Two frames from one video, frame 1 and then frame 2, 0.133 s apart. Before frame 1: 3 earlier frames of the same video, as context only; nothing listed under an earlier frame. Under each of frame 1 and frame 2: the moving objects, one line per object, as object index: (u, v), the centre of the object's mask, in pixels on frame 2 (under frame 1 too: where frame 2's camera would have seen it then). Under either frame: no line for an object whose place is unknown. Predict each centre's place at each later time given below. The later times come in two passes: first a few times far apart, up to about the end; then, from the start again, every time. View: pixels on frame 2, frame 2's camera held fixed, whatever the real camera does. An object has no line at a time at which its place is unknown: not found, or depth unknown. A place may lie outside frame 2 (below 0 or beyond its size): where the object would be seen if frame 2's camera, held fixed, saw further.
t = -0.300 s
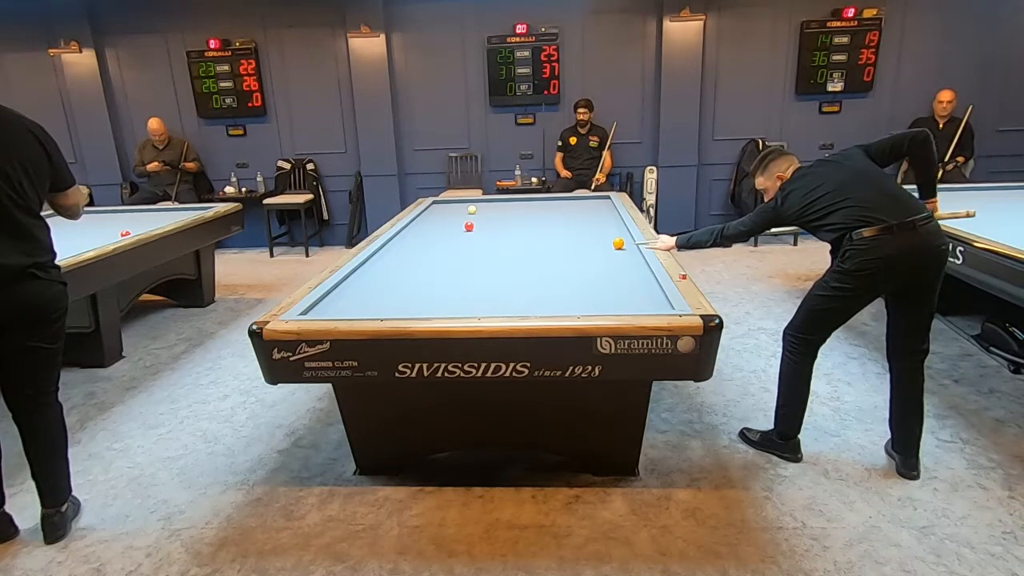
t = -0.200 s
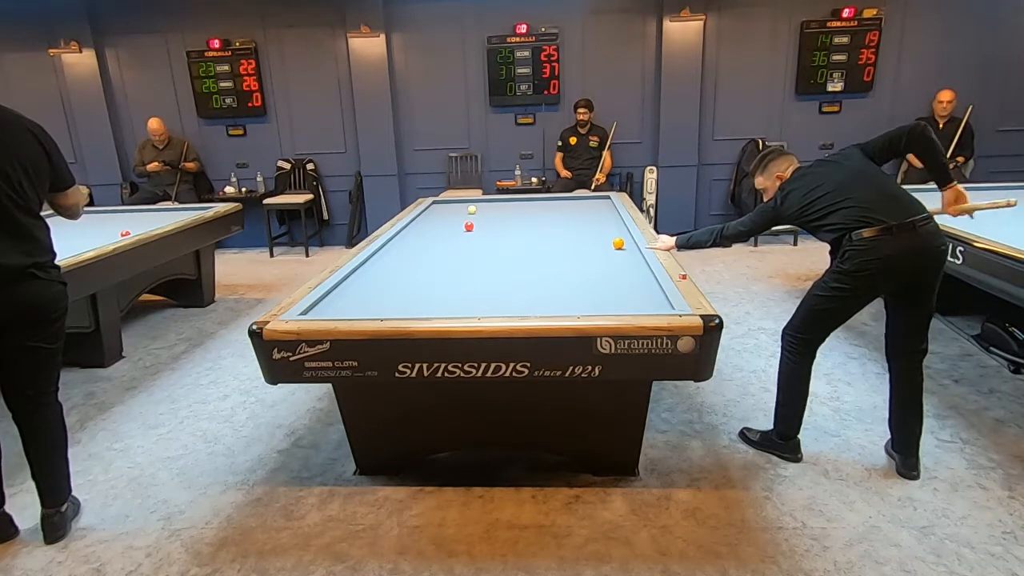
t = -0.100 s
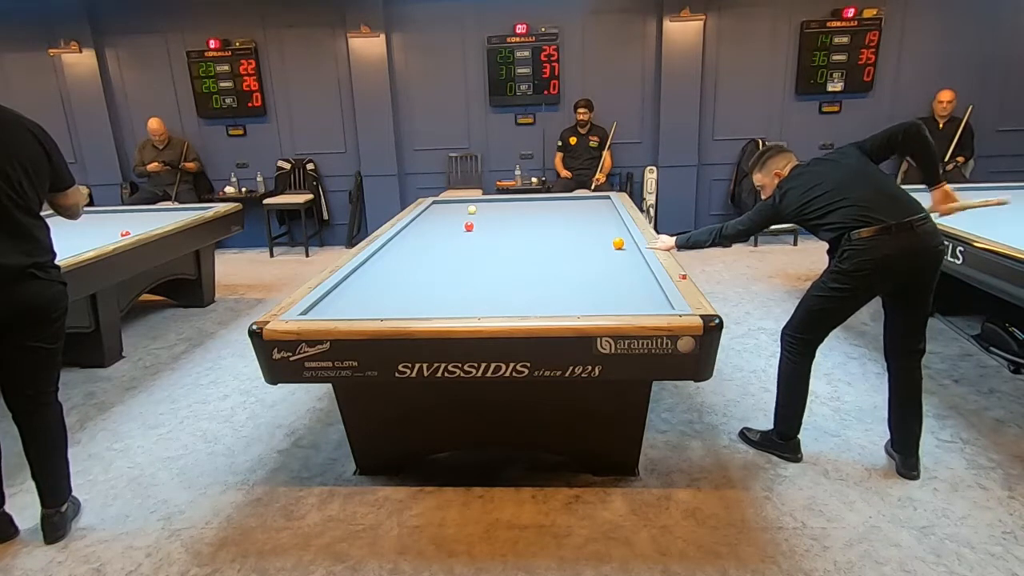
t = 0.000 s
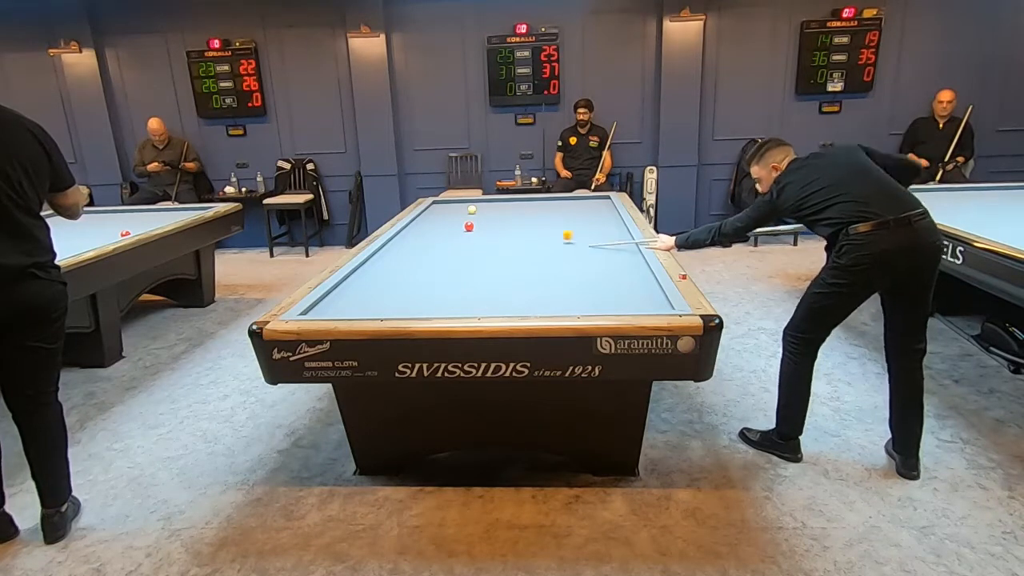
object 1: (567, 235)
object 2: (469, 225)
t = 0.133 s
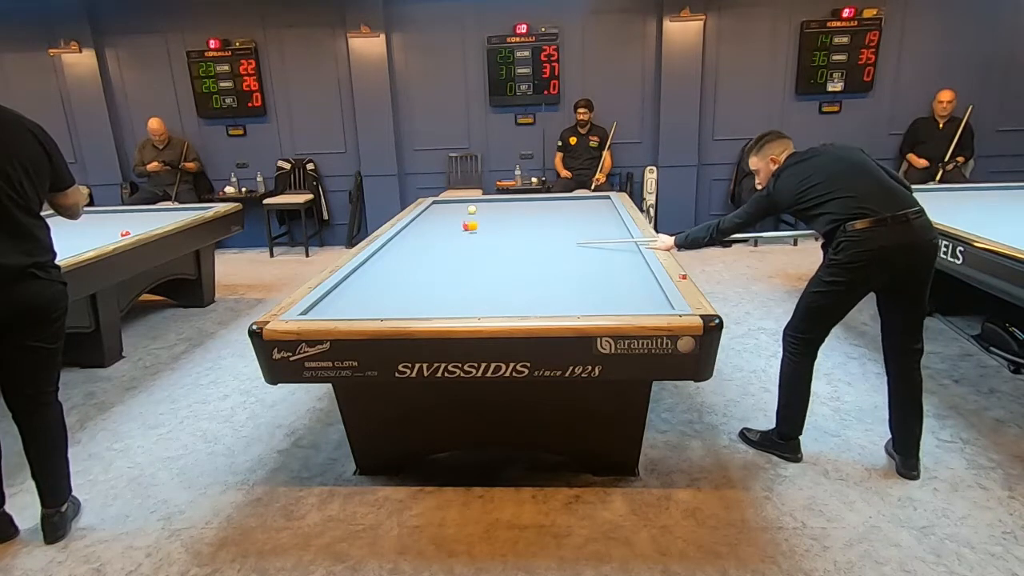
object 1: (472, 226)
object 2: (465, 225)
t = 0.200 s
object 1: (456, 227)
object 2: (442, 219)
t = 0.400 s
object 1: (408, 237)
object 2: (467, 204)
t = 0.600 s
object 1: (401, 245)
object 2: (523, 201)
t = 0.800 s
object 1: (412, 254)
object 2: (574, 207)
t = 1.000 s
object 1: (423, 265)
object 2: (608, 213)
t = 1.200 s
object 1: (436, 277)
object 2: (574, 223)
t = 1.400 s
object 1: (450, 290)
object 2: (543, 233)
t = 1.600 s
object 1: (468, 305)
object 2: (510, 245)
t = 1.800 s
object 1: (504, 304)
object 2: (471, 258)
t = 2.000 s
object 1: (544, 295)
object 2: (424, 275)
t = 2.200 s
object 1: (581, 287)
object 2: (370, 293)
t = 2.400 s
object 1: (614, 279)
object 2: (306, 311)
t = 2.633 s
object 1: (643, 271)
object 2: (368, 296)
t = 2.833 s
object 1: (619, 264)
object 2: (404, 285)
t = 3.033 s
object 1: (601, 257)
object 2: (437, 275)
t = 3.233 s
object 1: (584, 252)
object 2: (466, 266)
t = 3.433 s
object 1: (568, 247)
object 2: (493, 258)
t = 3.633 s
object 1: (553, 242)
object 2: (517, 251)
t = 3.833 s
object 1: (541, 237)
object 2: (539, 245)
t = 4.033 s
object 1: (528, 235)
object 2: (559, 239)
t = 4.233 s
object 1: (518, 231)
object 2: (578, 233)
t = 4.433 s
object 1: (507, 228)
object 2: (594, 228)
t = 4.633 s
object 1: (498, 224)
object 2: (610, 223)
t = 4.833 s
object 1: (489, 221)
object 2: (614, 220)
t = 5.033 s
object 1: (481, 219)
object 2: (605, 217)
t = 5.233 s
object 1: (472, 216)
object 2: (597, 215)
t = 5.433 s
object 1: (465, 214)
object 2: (589, 213)
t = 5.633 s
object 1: (458, 212)
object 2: (581, 211)
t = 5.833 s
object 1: (452, 210)
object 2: (574, 209)
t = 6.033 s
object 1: (446, 208)
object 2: (568, 207)
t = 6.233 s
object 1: (440, 206)
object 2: (562, 205)
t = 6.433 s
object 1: (435, 204)
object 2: (556, 204)
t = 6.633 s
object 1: (437, 203)
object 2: (550, 202)
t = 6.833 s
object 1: (442, 201)
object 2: (545, 201)
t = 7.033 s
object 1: (444, 201)
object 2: (540, 200)
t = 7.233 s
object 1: (445, 202)
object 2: (536, 198)
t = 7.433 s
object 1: (447, 202)
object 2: (533, 198)
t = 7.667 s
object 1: (449, 203)
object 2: (530, 199)
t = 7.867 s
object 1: (450, 203)
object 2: (528, 200)
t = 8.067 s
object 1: (451, 203)
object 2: (525, 200)
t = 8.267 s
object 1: (451, 204)
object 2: (523, 201)
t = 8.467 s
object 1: (452, 205)
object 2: (520, 202)
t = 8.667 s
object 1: (453, 205)
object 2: (518, 202)
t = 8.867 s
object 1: (454, 206)
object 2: (516, 203)
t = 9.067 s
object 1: (455, 206)
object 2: (514, 203)
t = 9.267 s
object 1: (455, 206)
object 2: (513, 204)
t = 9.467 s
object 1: (456, 206)
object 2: (511, 205)
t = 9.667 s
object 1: (457, 207)
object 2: (509, 205)
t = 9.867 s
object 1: (457, 207)
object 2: (507, 206)
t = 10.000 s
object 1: (458, 207)
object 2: (506, 206)
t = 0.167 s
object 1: (465, 226)
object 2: (454, 222)
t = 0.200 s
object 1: (456, 227)
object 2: (442, 219)
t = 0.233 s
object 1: (448, 231)
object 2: (431, 216)
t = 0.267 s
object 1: (440, 231)
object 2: (421, 214)
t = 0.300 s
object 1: (432, 233)
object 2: (432, 212)
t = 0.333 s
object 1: (424, 235)
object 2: (444, 209)
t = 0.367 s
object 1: (416, 236)
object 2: (457, 207)
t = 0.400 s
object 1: (408, 237)
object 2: (467, 204)
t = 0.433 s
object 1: (401, 239)
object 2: (478, 202)
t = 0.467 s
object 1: (394, 240)
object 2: (489, 201)
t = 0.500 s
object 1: (392, 241)
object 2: (497, 199)
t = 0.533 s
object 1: (395, 242)
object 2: (507, 200)
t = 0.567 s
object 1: (398, 244)
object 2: (515, 200)
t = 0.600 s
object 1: (401, 245)
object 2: (523, 201)
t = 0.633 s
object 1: (403, 247)
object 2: (532, 202)
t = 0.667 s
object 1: (405, 249)
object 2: (540, 202)
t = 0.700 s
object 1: (407, 250)
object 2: (548, 203)
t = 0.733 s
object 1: (408, 251)
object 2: (557, 205)
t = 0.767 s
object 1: (410, 253)
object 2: (565, 206)
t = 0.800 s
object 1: (412, 254)
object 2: (574, 207)
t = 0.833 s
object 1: (413, 256)
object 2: (582, 208)
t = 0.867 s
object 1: (415, 258)
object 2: (591, 209)
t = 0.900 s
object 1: (417, 259)
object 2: (599, 210)
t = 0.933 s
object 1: (419, 261)
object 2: (608, 211)
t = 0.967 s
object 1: (421, 263)
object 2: (614, 212)
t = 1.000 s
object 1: (423, 265)
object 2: (608, 213)
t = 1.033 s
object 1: (425, 267)
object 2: (601, 215)
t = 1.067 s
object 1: (427, 269)
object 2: (596, 216)
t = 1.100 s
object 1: (429, 271)
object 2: (590, 218)
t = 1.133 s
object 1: (431, 273)
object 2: (585, 219)
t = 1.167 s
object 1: (433, 275)
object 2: (579, 221)
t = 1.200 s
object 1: (436, 277)
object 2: (574, 223)
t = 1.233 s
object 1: (438, 279)
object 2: (569, 224)
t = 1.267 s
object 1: (440, 281)
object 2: (564, 226)
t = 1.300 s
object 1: (443, 283)
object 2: (559, 227)
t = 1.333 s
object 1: (445, 286)
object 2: (554, 229)
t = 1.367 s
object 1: (448, 288)
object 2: (549, 231)
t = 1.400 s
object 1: (450, 290)
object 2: (543, 233)
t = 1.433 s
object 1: (453, 293)
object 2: (538, 235)
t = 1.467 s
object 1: (456, 295)
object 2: (533, 237)
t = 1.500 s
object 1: (459, 298)
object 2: (527, 239)
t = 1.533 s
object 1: (462, 301)
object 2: (522, 241)
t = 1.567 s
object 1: (465, 303)
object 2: (516, 243)
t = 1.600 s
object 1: (468, 305)
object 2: (510, 245)
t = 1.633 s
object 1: (472, 307)
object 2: (504, 247)
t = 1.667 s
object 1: (474, 308)
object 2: (498, 249)
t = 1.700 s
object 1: (480, 308)
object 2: (491, 251)
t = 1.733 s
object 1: (489, 307)
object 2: (485, 254)
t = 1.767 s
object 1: (497, 306)
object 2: (478, 256)
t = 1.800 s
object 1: (504, 304)
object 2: (471, 258)
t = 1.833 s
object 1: (511, 303)
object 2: (463, 261)
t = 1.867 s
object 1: (518, 301)
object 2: (456, 264)
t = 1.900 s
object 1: (525, 300)
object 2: (448, 266)
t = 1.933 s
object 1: (531, 298)
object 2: (441, 269)
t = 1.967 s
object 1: (538, 297)
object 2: (433, 271)
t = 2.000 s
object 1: (544, 295)
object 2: (424, 275)
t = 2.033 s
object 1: (550, 294)
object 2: (416, 277)
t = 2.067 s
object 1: (557, 292)
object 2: (407, 281)
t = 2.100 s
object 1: (563, 291)
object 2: (398, 284)
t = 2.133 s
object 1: (569, 290)
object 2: (389, 287)
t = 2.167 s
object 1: (575, 288)
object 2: (380, 290)
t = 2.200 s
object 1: (581, 287)
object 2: (370, 293)
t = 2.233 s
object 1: (587, 286)
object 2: (360, 297)
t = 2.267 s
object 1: (592, 284)
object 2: (349, 301)
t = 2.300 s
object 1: (598, 283)
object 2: (339, 304)
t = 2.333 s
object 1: (603, 281)
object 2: (327, 307)
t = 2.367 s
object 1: (609, 280)
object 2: (315, 310)
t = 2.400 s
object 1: (614, 279)
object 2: (306, 311)
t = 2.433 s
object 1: (620, 278)
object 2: (315, 310)
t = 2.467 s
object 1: (625, 277)
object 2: (327, 307)
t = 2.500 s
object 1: (630, 276)
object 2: (336, 306)
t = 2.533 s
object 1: (636, 274)
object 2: (345, 303)
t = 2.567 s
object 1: (641, 273)
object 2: (354, 300)
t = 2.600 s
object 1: (646, 272)
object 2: (361, 298)
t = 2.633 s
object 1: (643, 271)
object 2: (368, 296)
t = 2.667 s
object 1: (638, 270)
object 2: (375, 294)
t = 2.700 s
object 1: (633, 268)
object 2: (381, 291)
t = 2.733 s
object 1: (630, 267)
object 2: (387, 290)
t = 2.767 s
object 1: (626, 266)
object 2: (393, 288)
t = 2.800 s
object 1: (623, 265)
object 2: (399, 287)
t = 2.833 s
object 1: (619, 264)
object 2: (404, 285)
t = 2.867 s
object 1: (616, 263)
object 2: (410, 283)
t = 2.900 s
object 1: (613, 262)
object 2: (416, 281)
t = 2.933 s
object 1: (610, 261)
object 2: (421, 279)
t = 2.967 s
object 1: (607, 260)
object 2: (427, 278)
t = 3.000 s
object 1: (604, 259)
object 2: (432, 277)
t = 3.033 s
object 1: (601, 257)
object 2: (437, 275)
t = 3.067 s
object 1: (598, 257)
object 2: (442, 273)
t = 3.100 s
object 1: (595, 256)
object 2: (447, 272)
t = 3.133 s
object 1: (592, 255)
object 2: (452, 270)
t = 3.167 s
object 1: (589, 254)
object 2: (457, 269)
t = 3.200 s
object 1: (586, 253)
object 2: (462, 267)
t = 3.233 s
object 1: (584, 252)
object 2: (466, 266)
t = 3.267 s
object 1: (581, 251)
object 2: (471, 264)
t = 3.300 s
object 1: (578, 250)
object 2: (476, 263)
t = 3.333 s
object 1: (575, 250)
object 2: (480, 262)
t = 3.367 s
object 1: (573, 249)
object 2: (484, 261)
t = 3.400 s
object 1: (570, 248)
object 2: (489, 259)
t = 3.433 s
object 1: (568, 247)
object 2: (493, 258)
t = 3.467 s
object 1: (565, 246)
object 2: (497, 257)
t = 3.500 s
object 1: (563, 245)
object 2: (501, 256)
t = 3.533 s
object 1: (561, 244)
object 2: (505, 255)
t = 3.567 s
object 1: (558, 244)
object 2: (509, 253)
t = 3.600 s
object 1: (556, 243)
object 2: (513, 252)
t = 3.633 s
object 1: (553, 242)
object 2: (517, 251)
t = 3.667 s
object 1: (551, 242)
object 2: (521, 250)
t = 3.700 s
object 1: (549, 241)
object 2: (525, 249)
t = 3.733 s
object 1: (547, 240)
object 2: (528, 248)
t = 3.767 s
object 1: (545, 240)
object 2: (532, 247)
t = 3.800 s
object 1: (543, 239)
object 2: (535, 246)
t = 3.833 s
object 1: (541, 237)
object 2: (539, 245)
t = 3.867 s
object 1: (538, 237)
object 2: (543, 244)
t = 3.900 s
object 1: (536, 237)
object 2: (546, 243)
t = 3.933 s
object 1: (534, 236)
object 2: (549, 241)
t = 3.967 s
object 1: (532, 236)
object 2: (553, 240)
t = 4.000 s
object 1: (530, 235)
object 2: (556, 240)
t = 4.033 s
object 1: (528, 235)
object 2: (559, 239)
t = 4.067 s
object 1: (527, 234)
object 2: (563, 238)
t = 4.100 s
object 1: (525, 233)
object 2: (565, 237)
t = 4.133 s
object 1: (523, 233)
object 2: (568, 236)
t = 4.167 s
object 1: (521, 232)
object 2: (571, 235)
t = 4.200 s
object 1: (519, 231)
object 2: (574, 234)
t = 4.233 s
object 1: (518, 231)
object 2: (578, 233)
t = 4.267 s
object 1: (516, 230)
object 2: (581, 232)
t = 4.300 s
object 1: (514, 229)
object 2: (584, 231)
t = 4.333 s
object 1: (512, 229)
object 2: (586, 230)
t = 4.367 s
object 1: (510, 228)
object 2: (589, 230)
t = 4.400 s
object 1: (509, 228)
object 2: (592, 229)
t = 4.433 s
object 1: (507, 228)
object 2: (594, 228)
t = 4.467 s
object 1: (506, 227)
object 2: (597, 227)
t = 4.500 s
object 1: (504, 226)
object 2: (600, 226)
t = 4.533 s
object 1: (502, 226)
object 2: (602, 225)
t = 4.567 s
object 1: (500, 225)
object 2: (605, 225)
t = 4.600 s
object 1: (499, 224)
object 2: (608, 224)
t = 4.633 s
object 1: (498, 224)
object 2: (610, 223)
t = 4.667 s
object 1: (496, 224)
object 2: (612, 223)
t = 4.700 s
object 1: (494, 223)
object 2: (615, 222)
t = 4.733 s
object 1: (493, 223)
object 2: (618, 221)
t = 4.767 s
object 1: (492, 222)
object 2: (619, 221)
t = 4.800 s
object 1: (490, 222)
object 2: (616, 220)
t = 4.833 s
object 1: (489, 221)
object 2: (614, 220)
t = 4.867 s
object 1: (488, 221)
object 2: (612, 219)
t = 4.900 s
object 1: (486, 221)
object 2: (611, 219)
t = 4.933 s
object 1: (484, 220)
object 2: (609, 218)
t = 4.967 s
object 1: (483, 220)
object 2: (608, 218)
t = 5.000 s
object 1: (481, 219)
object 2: (606, 217)
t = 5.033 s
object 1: (481, 219)
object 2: (605, 217)
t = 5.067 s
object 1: (479, 218)
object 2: (604, 217)
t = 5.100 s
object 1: (478, 218)
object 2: (602, 216)
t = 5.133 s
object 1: (476, 218)
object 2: (600, 216)
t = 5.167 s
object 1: (475, 217)
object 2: (599, 216)
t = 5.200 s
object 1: (474, 216)
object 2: (598, 215)
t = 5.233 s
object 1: (472, 216)
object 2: (597, 215)
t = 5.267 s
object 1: (472, 216)
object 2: (595, 214)
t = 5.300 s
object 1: (470, 215)
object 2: (594, 214)
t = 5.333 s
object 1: (469, 215)
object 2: (593, 214)
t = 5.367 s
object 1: (468, 215)
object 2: (592, 213)
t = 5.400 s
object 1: (467, 215)
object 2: (590, 213)
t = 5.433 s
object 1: (465, 214)
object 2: (589, 213)
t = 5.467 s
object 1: (464, 214)
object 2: (588, 212)
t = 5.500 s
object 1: (463, 213)
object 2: (586, 212)
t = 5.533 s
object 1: (462, 213)
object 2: (585, 211)
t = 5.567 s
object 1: (461, 212)
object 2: (584, 211)
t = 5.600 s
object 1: (460, 212)
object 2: (583, 211)
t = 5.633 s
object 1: (458, 212)
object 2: (581, 211)
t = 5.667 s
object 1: (457, 211)
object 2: (580, 210)
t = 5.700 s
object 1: (456, 211)
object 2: (579, 210)
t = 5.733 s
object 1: (455, 210)
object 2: (578, 209)
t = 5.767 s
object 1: (454, 210)
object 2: (577, 209)
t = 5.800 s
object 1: (453, 210)
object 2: (576, 209)
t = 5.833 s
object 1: (452, 210)
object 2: (574, 209)
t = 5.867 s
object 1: (451, 209)
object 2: (573, 209)
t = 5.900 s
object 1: (450, 209)
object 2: (572, 208)
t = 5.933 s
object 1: (449, 209)
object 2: (571, 208)
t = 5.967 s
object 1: (448, 208)
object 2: (570, 208)
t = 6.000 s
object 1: (447, 208)
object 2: (569, 207)
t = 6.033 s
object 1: (446, 208)
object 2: (568, 207)
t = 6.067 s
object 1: (445, 207)
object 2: (567, 207)
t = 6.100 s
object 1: (444, 207)
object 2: (566, 206)
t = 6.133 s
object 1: (443, 207)
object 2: (565, 206)
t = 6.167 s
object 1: (442, 206)
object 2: (564, 206)
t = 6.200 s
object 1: (441, 206)
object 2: (563, 206)
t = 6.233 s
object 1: (440, 206)
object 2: (562, 205)
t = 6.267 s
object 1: (439, 205)
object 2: (561, 205)
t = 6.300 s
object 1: (439, 205)
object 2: (560, 205)
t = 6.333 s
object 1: (437, 205)
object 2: (559, 205)
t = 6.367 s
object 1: (436, 204)
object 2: (558, 204)
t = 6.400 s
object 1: (435, 204)
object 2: (557, 204)
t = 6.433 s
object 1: (435, 204)
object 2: (556, 204)
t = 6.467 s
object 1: (434, 204)
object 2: (555, 204)
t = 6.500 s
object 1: (434, 204)
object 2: (554, 203)
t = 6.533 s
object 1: (434, 204)
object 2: (553, 203)
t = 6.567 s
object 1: (435, 203)
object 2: (552, 203)
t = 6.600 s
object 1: (436, 203)
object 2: (551, 202)
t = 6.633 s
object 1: (437, 203)
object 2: (550, 202)
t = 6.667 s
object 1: (438, 202)
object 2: (549, 202)
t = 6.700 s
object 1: (438, 202)
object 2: (549, 202)
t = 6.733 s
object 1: (439, 202)
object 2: (548, 201)
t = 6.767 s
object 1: (440, 202)
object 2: (547, 201)
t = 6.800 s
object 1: (441, 202)
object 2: (547, 201)
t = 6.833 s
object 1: (442, 201)
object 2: (545, 201)
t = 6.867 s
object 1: (442, 201)
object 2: (544, 201)
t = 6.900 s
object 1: (443, 201)
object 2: (543, 200)
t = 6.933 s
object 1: (443, 201)
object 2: (543, 200)
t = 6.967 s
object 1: (443, 201)
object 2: (542, 200)
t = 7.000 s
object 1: (444, 201)
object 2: (541, 200)
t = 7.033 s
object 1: (444, 201)
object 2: (540, 200)
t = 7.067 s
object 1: (444, 201)
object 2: (540, 200)
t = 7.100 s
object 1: (444, 201)
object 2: (539, 200)
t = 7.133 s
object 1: (445, 201)
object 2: (538, 199)
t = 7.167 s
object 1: (445, 201)
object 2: (537, 199)
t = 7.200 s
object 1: (445, 202)
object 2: (536, 199)
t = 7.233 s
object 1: (445, 202)
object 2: (536, 198)
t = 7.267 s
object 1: (446, 202)
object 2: (535, 198)
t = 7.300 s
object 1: (446, 202)
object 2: (534, 198)
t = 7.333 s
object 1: (446, 202)
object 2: (534, 198)
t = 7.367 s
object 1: (446, 202)
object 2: (533, 198)
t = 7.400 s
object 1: (447, 202)
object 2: (533, 198)
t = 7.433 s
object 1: (447, 202)
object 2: (533, 198)
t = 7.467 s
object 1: (447, 202)
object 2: (532, 198)
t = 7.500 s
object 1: (447, 202)
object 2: (532, 198)
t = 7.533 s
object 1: (447, 202)
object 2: (531, 198)
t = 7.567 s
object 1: (448, 202)
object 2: (531, 199)
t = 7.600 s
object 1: (448, 202)
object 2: (530, 199)
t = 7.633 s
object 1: (448, 202)
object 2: (530, 199)
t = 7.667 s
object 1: (449, 203)
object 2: (530, 199)
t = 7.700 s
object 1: (449, 203)
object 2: (529, 199)
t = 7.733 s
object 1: (449, 203)
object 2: (529, 199)
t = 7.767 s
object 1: (449, 203)
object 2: (529, 199)
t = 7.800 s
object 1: (449, 203)
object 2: (528, 199)
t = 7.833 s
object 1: (449, 203)
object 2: (528, 199)
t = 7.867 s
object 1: (450, 203)
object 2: (528, 200)
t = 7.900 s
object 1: (450, 203)
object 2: (527, 200)
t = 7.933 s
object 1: (450, 203)
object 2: (527, 200)
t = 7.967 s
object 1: (450, 203)
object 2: (526, 200)
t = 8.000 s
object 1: (450, 203)
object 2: (526, 200)
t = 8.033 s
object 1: (450, 203)
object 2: (526, 200)
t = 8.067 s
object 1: (451, 203)
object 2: (525, 200)
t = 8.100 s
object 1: (451, 203)
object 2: (524, 200)
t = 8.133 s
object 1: (451, 204)
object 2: (524, 201)
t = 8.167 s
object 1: (451, 204)
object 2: (523, 201)
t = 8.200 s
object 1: (451, 204)
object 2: (523, 201)
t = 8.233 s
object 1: (451, 204)
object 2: (523, 201)
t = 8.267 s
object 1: (451, 204)
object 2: (523, 201)
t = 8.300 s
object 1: (452, 204)
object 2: (522, 201)
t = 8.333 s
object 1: (452, 204)
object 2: (522, 201)
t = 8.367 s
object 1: (452, 204)
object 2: (521, 201)
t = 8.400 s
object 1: (452, 205)
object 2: (521, 201)
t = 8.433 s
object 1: (452, 205)
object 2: (521, 201)
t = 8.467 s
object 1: (452, 205)
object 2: (520, 202)
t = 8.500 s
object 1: (453, 205)
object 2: (520, 201)
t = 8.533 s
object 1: (453, 205)
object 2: (519, 202)
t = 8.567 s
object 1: (453, 205)
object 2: (519, 202)
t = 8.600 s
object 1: (453, 205)
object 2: (519, 202)
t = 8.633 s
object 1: (453, 205)
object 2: (519, 202)
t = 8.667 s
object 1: (453, 205)
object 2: (518, 202)
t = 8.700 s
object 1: (453, 205)
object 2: (517, 202)
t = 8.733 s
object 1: (454, 205)
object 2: (517, 202)
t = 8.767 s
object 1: (453, 205)
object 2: (517, 202)
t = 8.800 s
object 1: (454, 205)
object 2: (517, 202)
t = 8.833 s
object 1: (454, 205)
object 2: (517, 203)
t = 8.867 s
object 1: (454, 206)
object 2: (516, 203)
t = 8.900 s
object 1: (454, 206)
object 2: (516, 203)
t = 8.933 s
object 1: (455, 206)
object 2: (515, 203)
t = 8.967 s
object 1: (455, 206)
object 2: (515, 203)
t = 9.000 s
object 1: (455, 206)
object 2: (515, 203)
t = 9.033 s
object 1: (455, 206)
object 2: (514, 203)
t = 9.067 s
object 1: (455, 206)
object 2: (514, 203)
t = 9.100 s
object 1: (455, 206)
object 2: (514, 203)
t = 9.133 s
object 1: (455, 206)
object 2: (514, 203)
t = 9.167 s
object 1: (455, 206)
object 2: (514, 204)
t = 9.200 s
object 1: (455, 206)
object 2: (513, 204)
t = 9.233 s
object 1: (455, 206)
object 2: (513, 204)
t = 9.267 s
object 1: (455, 206)
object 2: (513, 204)
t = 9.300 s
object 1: (455, 206)
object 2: (512, 204)
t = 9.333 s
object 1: (455, 206)
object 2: (512, 204)
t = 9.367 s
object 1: (456, 206)
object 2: (512, 204)
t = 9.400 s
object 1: (456, 206)
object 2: (511, 204)
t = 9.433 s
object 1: (456, 206)
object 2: (511, 204)
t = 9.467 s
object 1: (456, 206)
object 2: (511, 205)
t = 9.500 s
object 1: (456, 206)
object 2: (510, 205)
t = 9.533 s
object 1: (456, 206)
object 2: (510, 205)
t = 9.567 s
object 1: (456, 207)
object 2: (510, 205)
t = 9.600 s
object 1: (456, 207)
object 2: (510, 205)
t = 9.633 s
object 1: (456, 207)
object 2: (510, 205)
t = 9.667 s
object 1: (457, 207)
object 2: (509, 205)
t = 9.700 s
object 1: (457, 207)
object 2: (509, 205)
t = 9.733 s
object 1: (457, 207)
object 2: (509, 205)
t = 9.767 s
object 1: (457, 207)
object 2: (508, 205)
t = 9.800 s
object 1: (457, 207)
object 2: (508, 206)
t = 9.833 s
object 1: (457, 207)
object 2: (508, 206)
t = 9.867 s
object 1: (457, 207)
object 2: (507, 206)
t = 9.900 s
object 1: (457, 207)
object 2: (507, 206)
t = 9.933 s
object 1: (457, 207)
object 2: (507, 206)
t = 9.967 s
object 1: (458, 207)
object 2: (507, 206)
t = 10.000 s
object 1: (458, 207)
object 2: (506, 206)
